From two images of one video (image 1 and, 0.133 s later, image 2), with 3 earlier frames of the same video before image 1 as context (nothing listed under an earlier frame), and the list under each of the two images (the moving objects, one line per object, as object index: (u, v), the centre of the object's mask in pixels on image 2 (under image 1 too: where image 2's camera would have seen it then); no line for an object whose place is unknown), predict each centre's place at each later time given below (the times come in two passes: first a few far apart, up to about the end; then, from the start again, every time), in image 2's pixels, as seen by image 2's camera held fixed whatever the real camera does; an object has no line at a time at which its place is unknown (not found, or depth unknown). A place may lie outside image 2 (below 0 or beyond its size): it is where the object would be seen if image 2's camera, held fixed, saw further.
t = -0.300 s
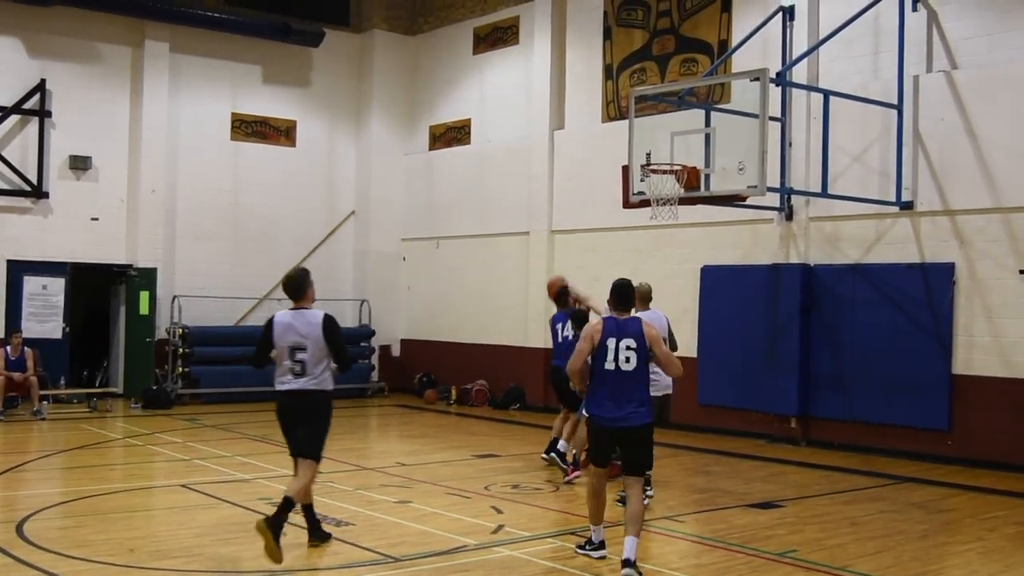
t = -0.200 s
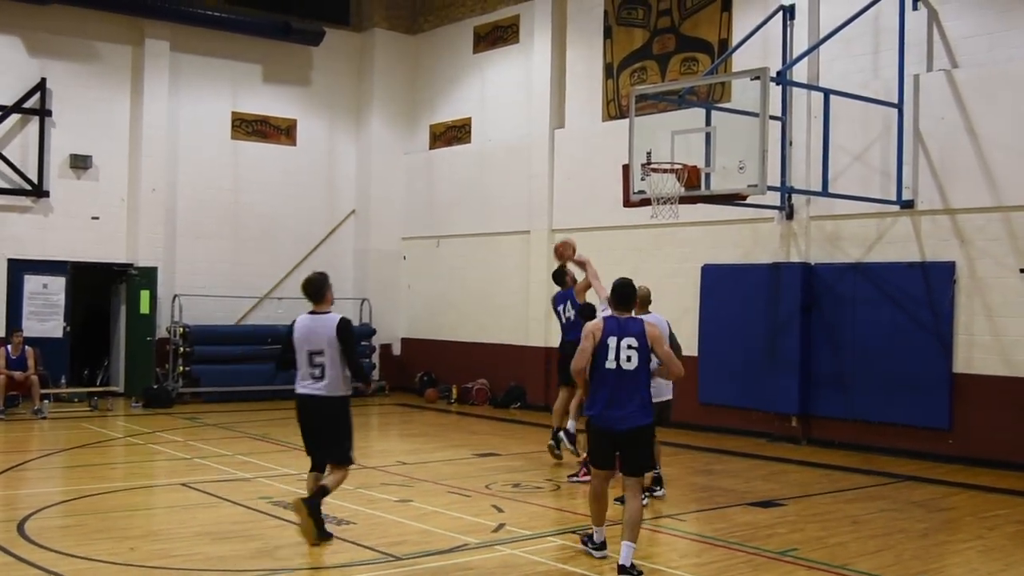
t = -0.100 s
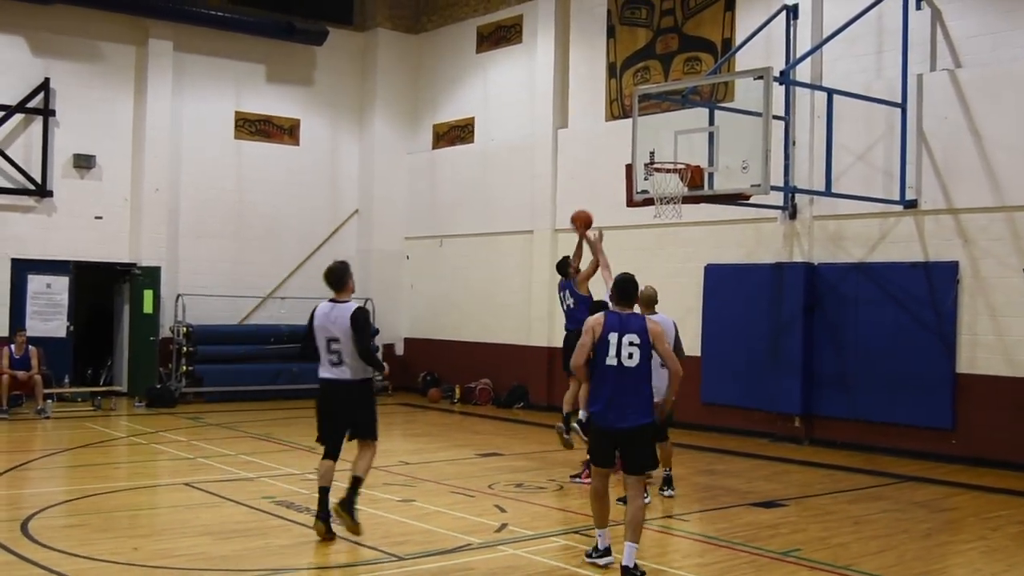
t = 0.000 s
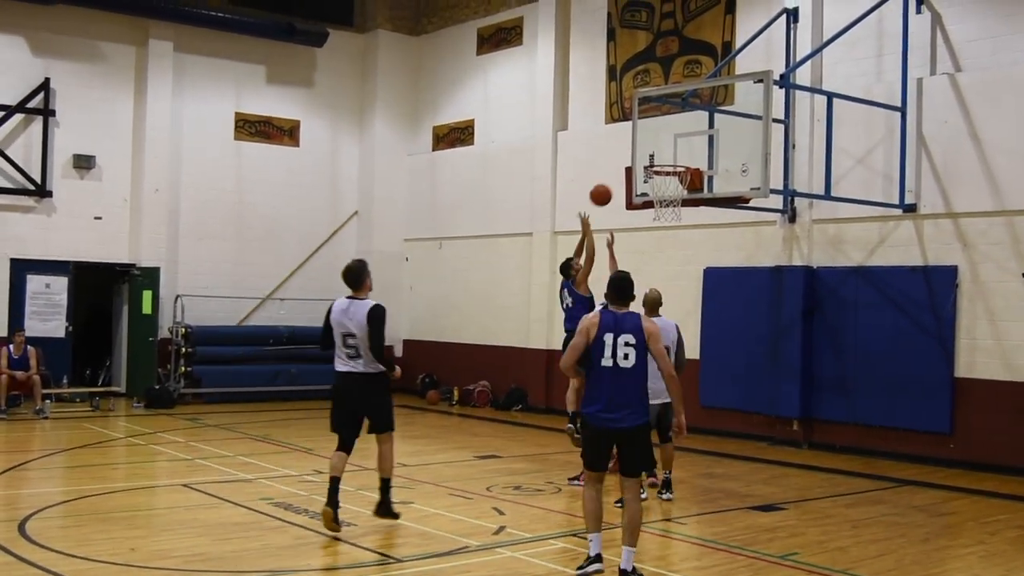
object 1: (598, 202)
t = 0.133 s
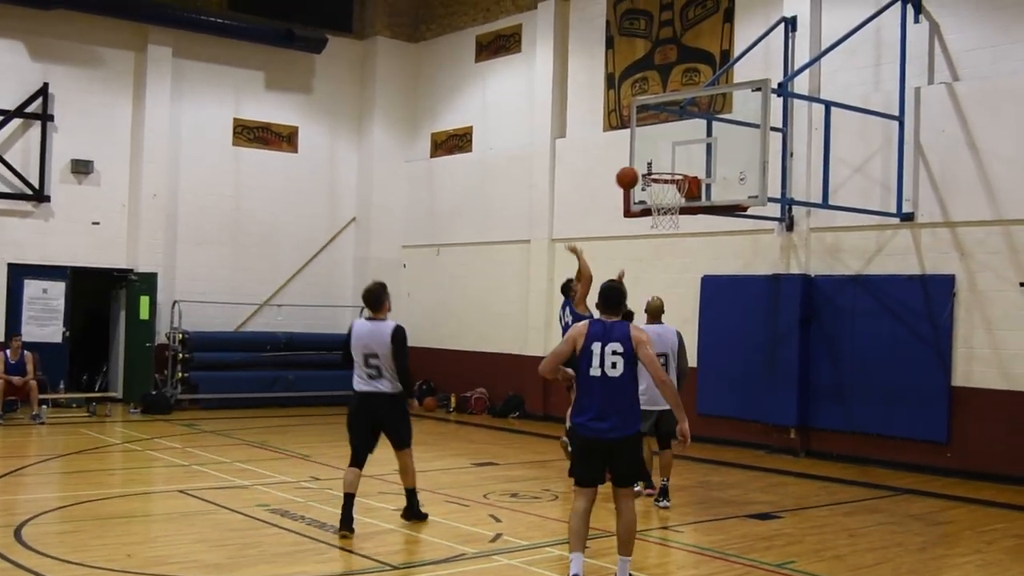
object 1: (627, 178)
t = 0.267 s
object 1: (655, 167)
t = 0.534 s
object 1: (668, 165)
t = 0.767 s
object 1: (665, 166)
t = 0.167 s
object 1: (634, 174)
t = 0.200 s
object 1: (641, 171)
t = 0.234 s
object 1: (649, 170)
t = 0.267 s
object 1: (655, 167)
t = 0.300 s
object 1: (663, 167)
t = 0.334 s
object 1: (666, 166)
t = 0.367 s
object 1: (671, 166)
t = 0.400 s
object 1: (673, 165)
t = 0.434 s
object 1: (671, 166)
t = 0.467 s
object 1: (669, 166)
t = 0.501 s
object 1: (668, 166)
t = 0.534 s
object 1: (668, 165)
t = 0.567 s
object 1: (668, 164)
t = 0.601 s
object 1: (667, 165)
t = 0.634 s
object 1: (667, 167)
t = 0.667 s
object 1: (666, 166)
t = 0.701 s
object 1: (666, 165)
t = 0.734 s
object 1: (665, 165)
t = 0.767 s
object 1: (665, 166)
